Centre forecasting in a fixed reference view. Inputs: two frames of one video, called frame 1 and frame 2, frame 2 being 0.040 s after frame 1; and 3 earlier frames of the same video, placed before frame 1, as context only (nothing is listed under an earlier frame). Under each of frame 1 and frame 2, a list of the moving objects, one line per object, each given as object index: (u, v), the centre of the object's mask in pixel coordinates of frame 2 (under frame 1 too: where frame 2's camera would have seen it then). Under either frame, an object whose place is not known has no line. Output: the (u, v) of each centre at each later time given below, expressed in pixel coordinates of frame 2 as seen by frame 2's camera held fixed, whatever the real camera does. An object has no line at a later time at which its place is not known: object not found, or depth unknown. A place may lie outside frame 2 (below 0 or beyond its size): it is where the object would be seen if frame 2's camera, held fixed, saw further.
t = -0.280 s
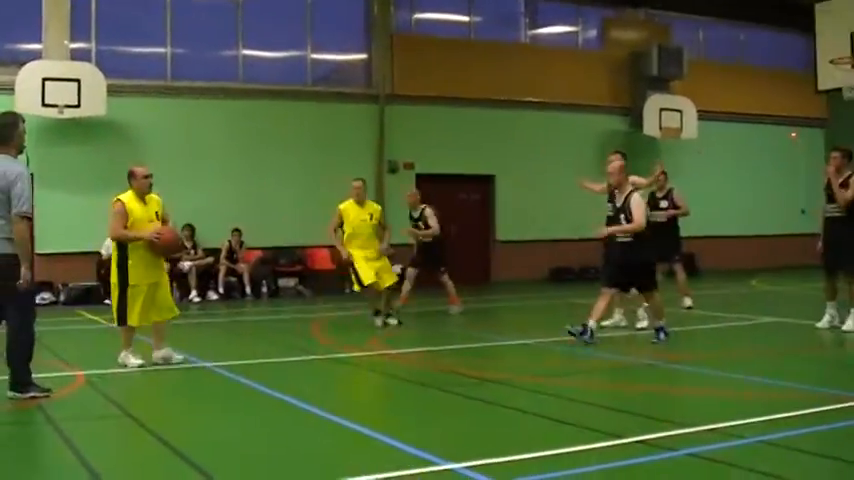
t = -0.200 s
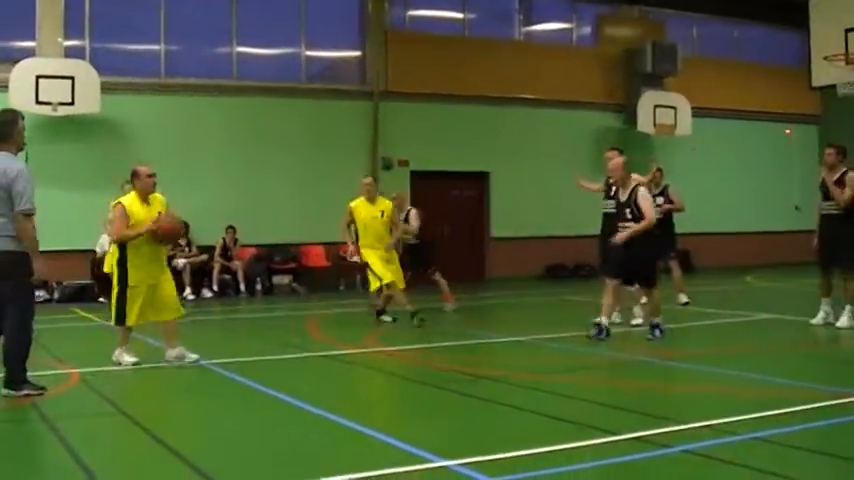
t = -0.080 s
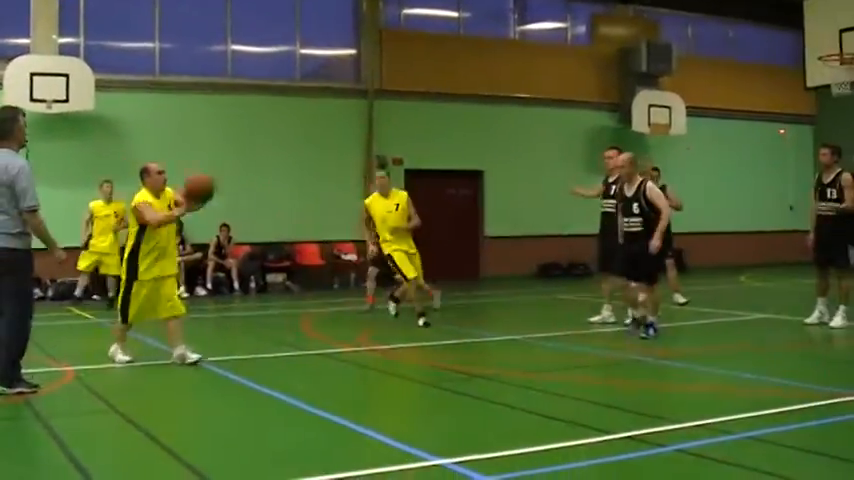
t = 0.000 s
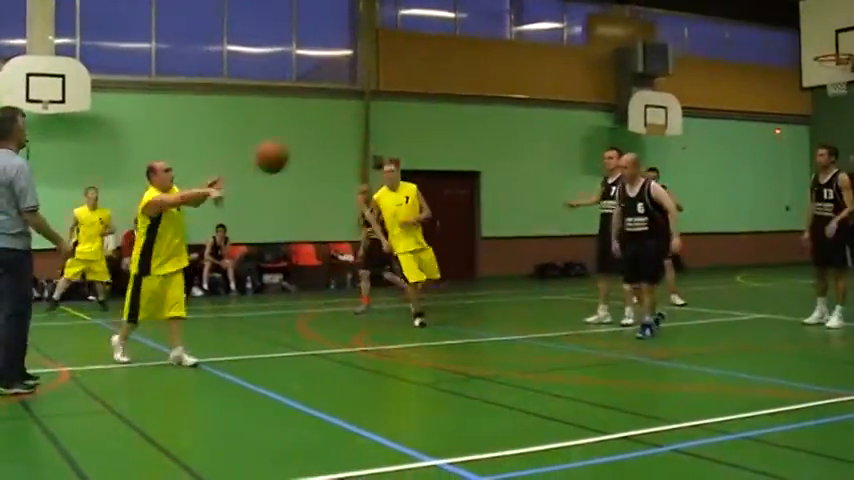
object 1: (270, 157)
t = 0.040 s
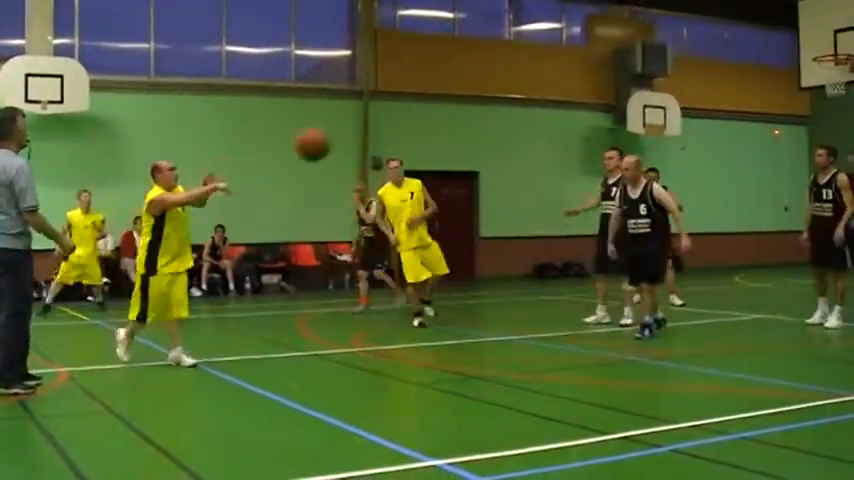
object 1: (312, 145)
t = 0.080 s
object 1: (356, 131)
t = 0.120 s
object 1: (403, 122)
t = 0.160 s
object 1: (451, 113)
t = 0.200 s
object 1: (502, 106)
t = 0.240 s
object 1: (554, 102)
